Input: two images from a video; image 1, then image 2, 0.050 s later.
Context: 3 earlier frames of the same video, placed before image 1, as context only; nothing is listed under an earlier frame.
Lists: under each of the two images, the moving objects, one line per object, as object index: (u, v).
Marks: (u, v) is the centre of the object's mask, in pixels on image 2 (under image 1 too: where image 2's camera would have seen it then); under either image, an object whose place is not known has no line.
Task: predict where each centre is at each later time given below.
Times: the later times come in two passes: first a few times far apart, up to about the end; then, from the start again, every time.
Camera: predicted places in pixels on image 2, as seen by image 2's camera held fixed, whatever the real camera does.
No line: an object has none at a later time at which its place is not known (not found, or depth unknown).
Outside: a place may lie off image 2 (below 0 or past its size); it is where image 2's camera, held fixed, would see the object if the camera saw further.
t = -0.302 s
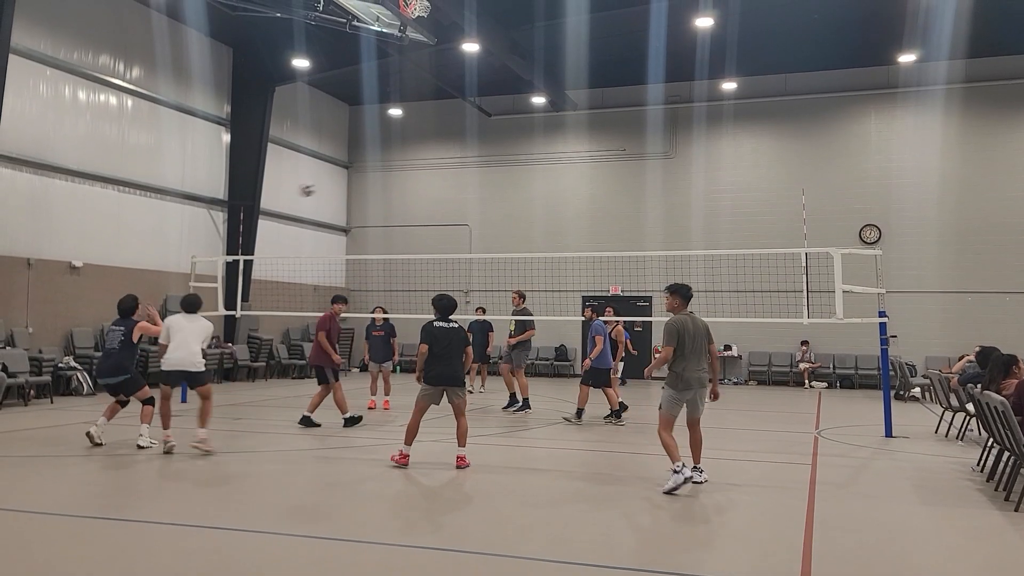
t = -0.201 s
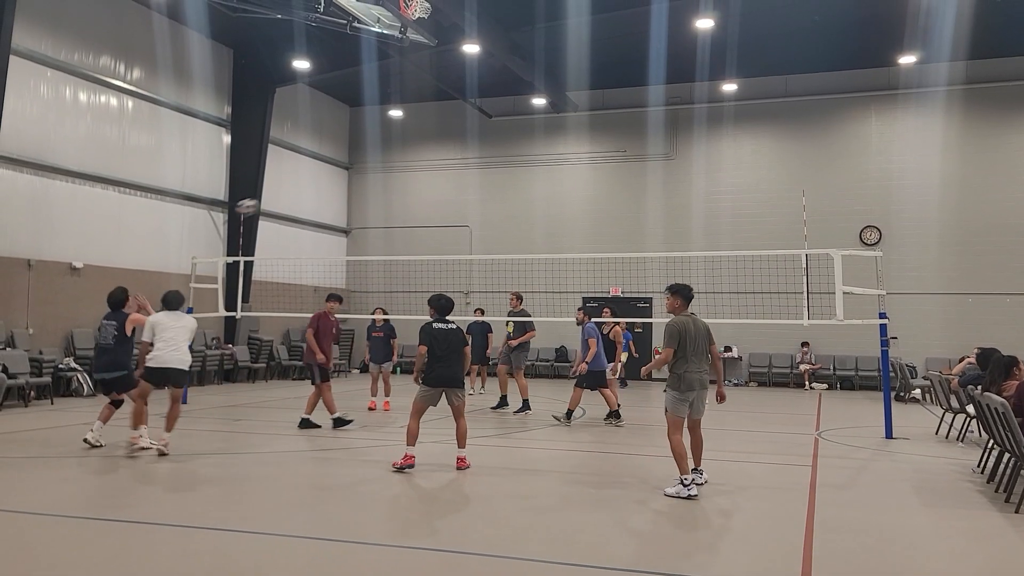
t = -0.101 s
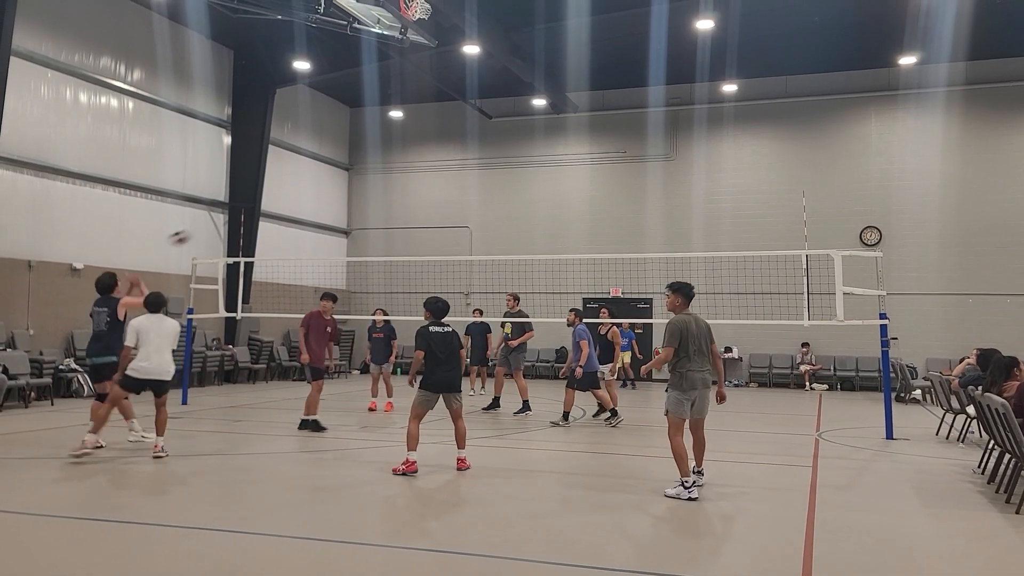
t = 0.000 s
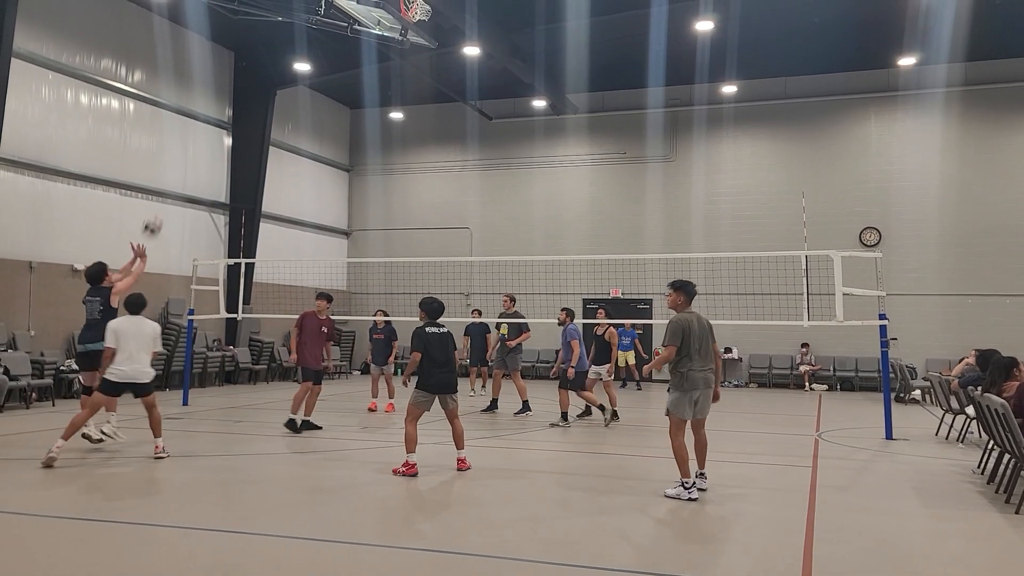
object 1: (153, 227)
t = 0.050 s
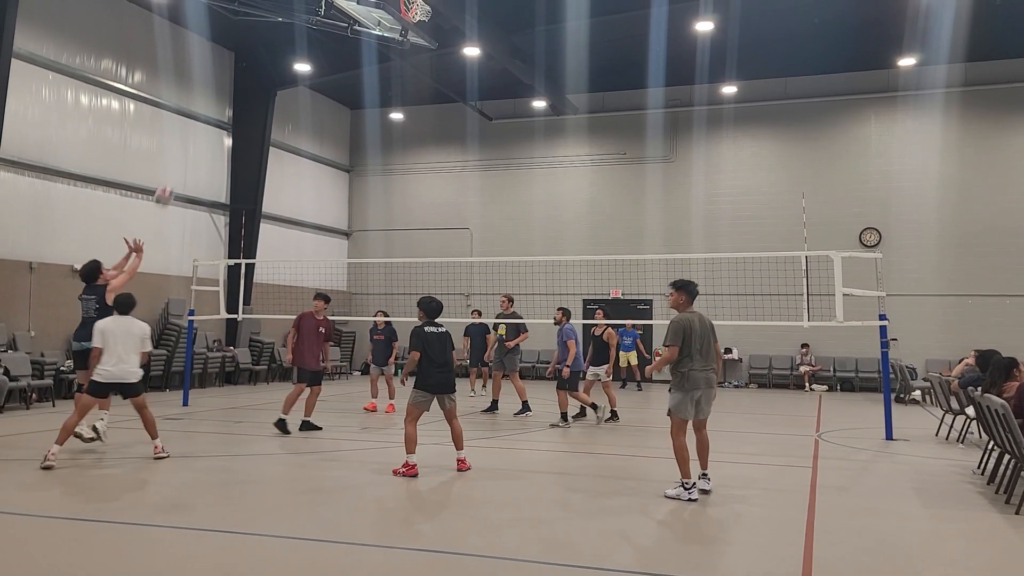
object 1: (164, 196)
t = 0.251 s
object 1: (207, 94)
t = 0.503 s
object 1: (251, 26)
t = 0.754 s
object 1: (291, 9)
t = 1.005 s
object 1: (329, 42)
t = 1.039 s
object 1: (334, 51)
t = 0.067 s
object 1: (168, 185)
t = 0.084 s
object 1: (171, 175)
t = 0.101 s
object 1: (175, 165)
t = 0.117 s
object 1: (178, 157)
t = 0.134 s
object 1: (182, 148)
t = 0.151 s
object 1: (186, 141)
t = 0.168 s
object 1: (189, 133)
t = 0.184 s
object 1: (193, 124)
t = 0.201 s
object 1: (197, 117)
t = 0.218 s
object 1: (200, 108)
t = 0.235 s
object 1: (203, 100)
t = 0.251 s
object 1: (207, 94)
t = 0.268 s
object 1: (210, 88)
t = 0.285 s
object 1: (213, 82)
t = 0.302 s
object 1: (216, 76)
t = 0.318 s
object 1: (219, 71)
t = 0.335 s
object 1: (222, 65)
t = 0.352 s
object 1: (225, 60)
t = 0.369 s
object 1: (228, 56)
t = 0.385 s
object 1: (231, 52)
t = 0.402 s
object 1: (234, 47)
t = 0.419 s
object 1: (237, 43)
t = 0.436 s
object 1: (240, 39)
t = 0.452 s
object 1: (242, 35)
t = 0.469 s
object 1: (245, 32)
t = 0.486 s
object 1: (248, 29)
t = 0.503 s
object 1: (251, 26)
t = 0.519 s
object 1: (254, 23)
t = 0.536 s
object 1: (257, 20)
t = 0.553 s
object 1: (259, 18)
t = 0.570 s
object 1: (262, 16)
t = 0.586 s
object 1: (265, 14)
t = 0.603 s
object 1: (268, 12)
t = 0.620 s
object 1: (270, 11)
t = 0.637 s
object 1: (273, 10)
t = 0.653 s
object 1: (276, 9)
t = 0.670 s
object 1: (278, 9)
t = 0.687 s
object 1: (281, 8)
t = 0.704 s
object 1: (284, 8)
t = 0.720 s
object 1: (286, 8)
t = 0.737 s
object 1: (289, 8)
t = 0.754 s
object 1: (291, 9)
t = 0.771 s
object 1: (294, 9)
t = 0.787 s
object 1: (297, 10)
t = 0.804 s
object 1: (299, 12)
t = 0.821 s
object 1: (302, 13)
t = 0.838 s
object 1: (304, 14)
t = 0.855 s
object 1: (307, 16)
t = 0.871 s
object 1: (309, 18)
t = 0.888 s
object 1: (311, 20)
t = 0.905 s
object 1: (314, 23)
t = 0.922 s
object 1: (317, 26)
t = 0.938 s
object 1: (319, 29)
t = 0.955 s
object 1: (321, 32)
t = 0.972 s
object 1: (324, 35)
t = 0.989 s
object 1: (326, 39)
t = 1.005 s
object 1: (329, 42)
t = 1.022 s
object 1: (331, 46)
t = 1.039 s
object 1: (334, 51)
